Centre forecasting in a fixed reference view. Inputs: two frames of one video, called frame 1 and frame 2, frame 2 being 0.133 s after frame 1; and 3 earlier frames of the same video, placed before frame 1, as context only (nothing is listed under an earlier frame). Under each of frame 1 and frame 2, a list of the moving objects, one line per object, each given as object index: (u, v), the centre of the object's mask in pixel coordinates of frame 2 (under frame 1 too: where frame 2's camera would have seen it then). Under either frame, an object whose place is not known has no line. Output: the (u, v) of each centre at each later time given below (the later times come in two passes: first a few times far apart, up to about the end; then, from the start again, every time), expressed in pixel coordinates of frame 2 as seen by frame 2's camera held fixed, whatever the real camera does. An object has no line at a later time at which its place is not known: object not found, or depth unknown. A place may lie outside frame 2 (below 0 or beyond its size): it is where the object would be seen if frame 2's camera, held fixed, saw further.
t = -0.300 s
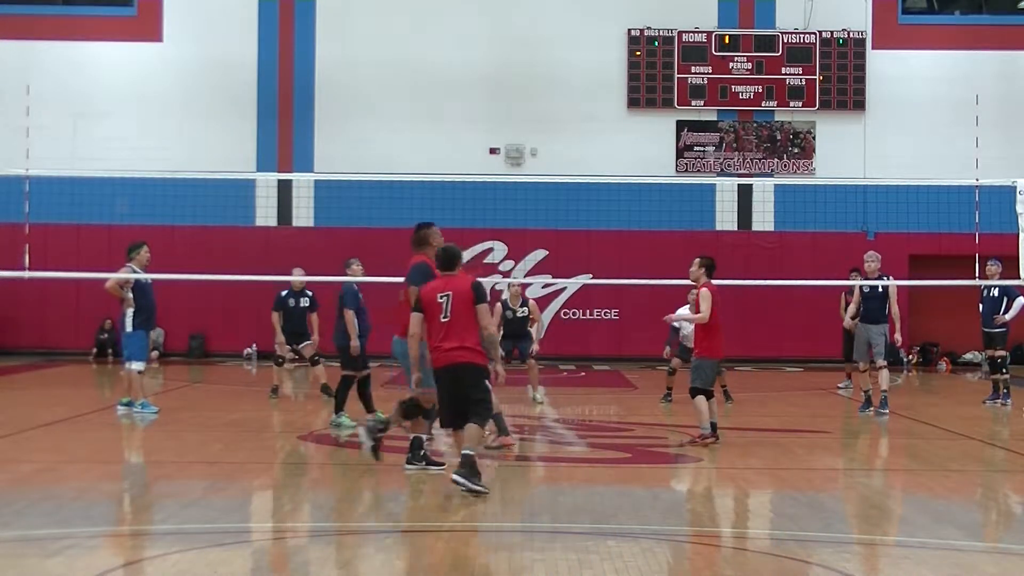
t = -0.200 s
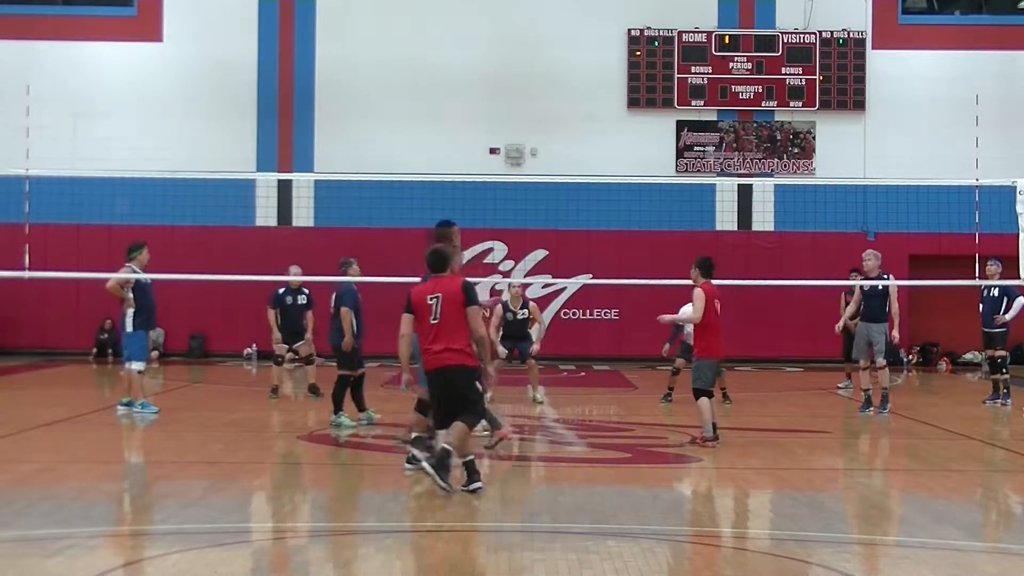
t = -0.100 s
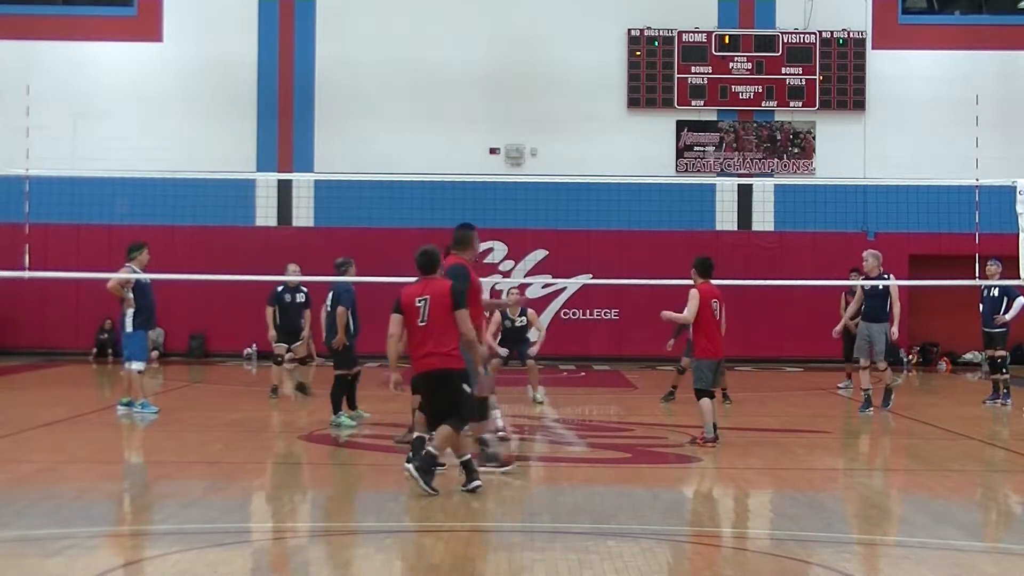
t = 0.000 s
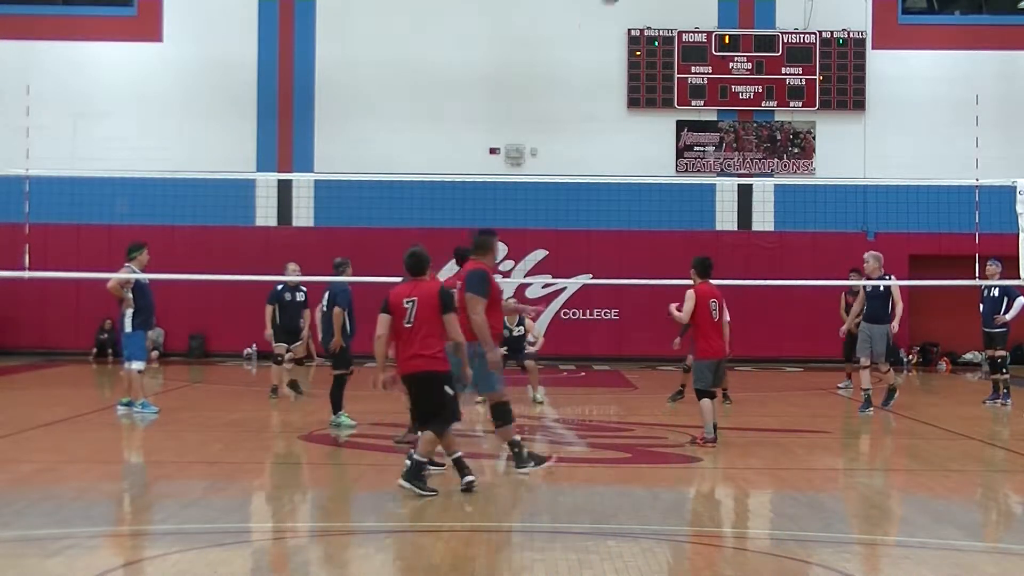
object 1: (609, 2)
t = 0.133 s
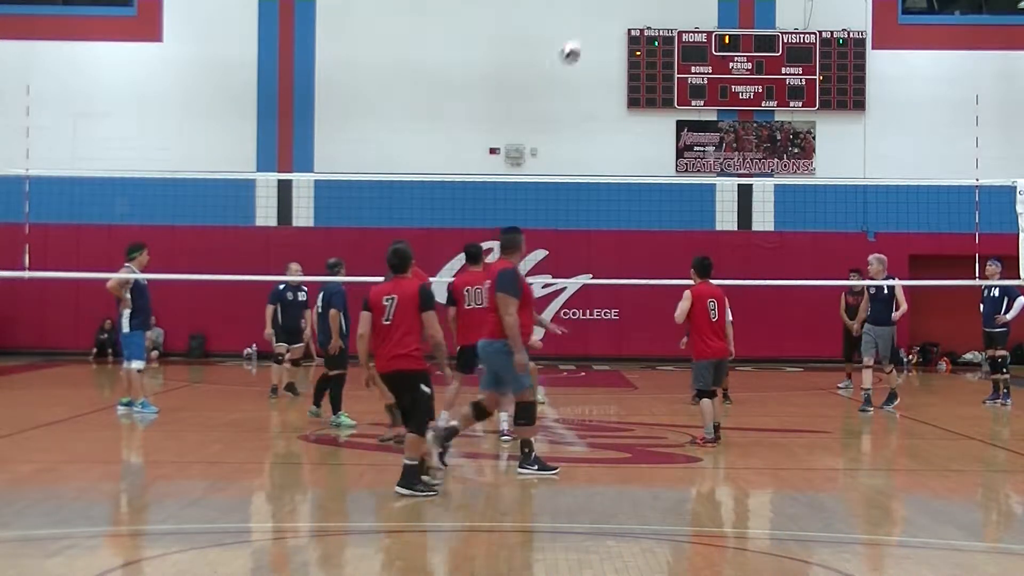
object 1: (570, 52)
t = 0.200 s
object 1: (552, 85)
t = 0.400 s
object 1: (500, 190)
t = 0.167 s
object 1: (561, 68)
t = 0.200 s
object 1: (552, 85)
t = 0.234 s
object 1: (544, 100)
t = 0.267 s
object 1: (536, 119)
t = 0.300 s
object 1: (526, 136)
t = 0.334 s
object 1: (517, 155)
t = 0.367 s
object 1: (511, 169)
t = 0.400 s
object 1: (500, 190)
